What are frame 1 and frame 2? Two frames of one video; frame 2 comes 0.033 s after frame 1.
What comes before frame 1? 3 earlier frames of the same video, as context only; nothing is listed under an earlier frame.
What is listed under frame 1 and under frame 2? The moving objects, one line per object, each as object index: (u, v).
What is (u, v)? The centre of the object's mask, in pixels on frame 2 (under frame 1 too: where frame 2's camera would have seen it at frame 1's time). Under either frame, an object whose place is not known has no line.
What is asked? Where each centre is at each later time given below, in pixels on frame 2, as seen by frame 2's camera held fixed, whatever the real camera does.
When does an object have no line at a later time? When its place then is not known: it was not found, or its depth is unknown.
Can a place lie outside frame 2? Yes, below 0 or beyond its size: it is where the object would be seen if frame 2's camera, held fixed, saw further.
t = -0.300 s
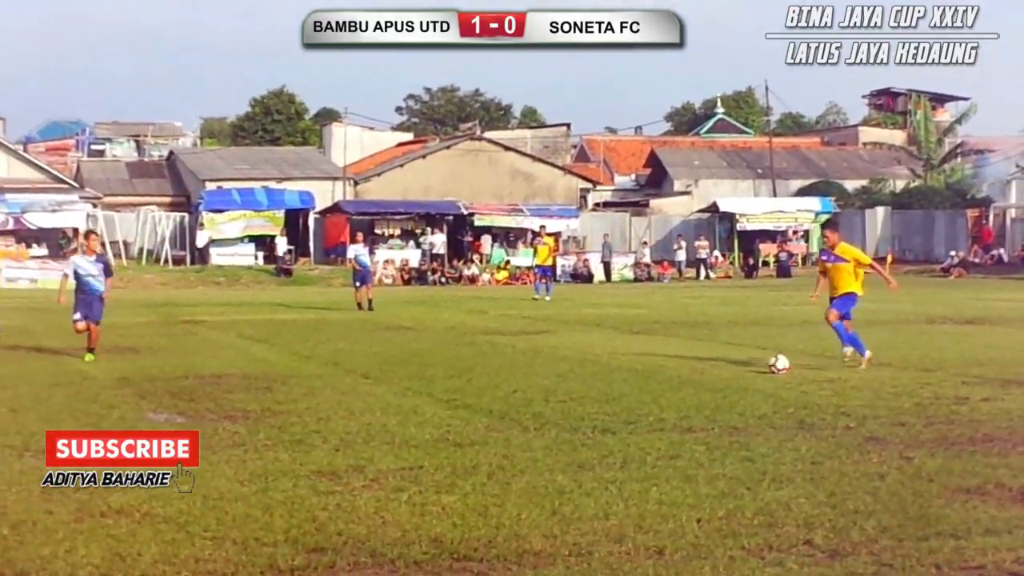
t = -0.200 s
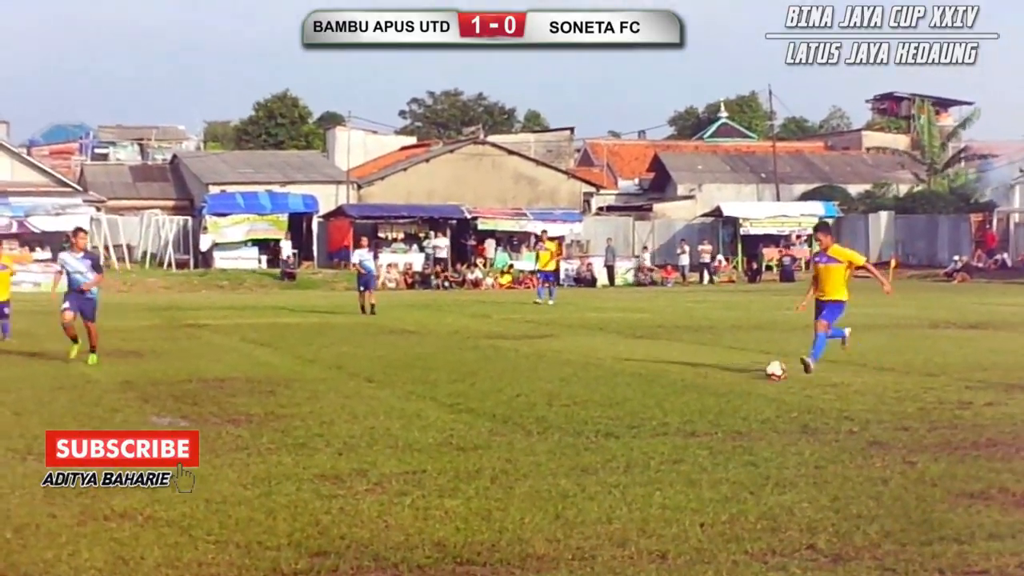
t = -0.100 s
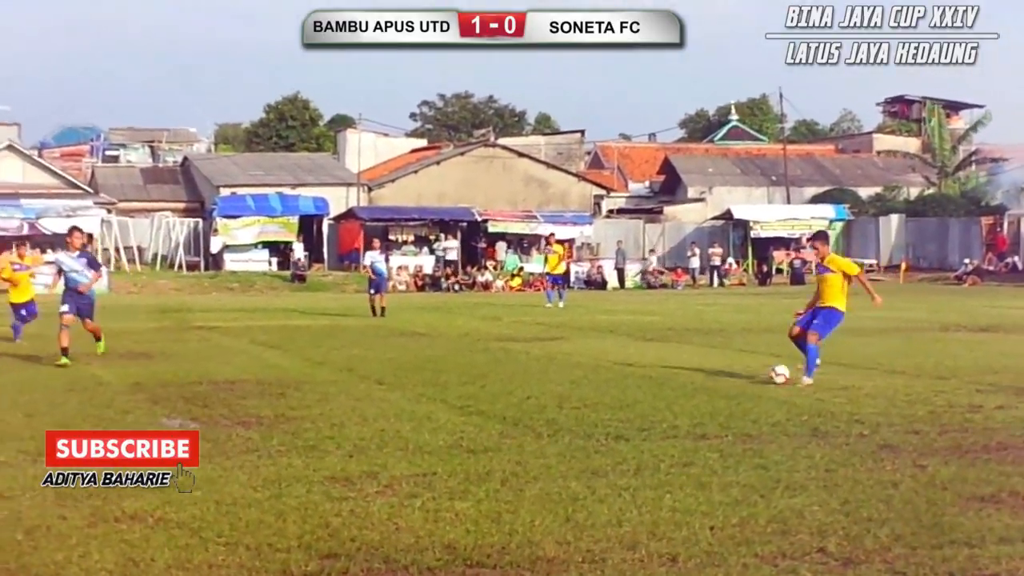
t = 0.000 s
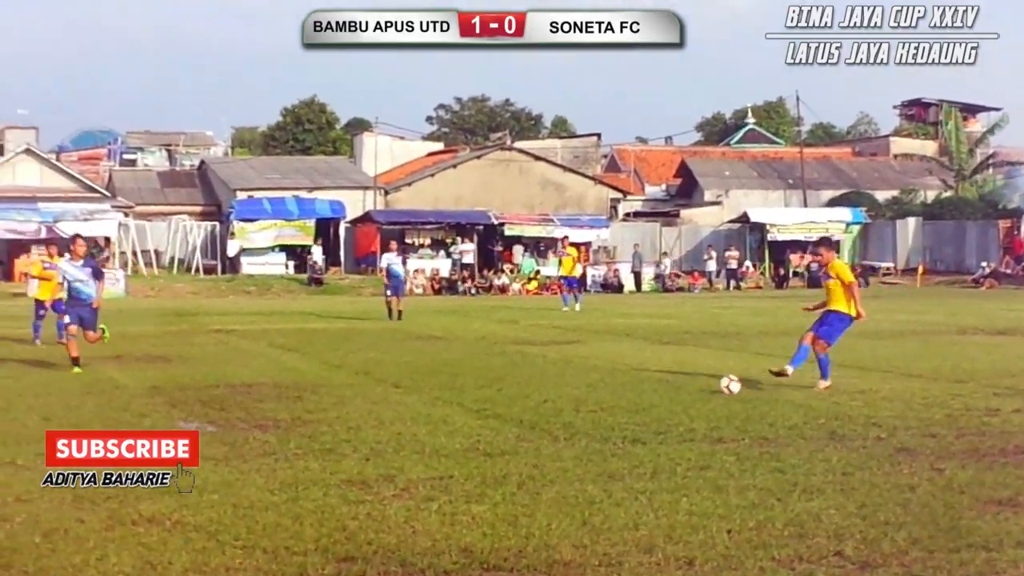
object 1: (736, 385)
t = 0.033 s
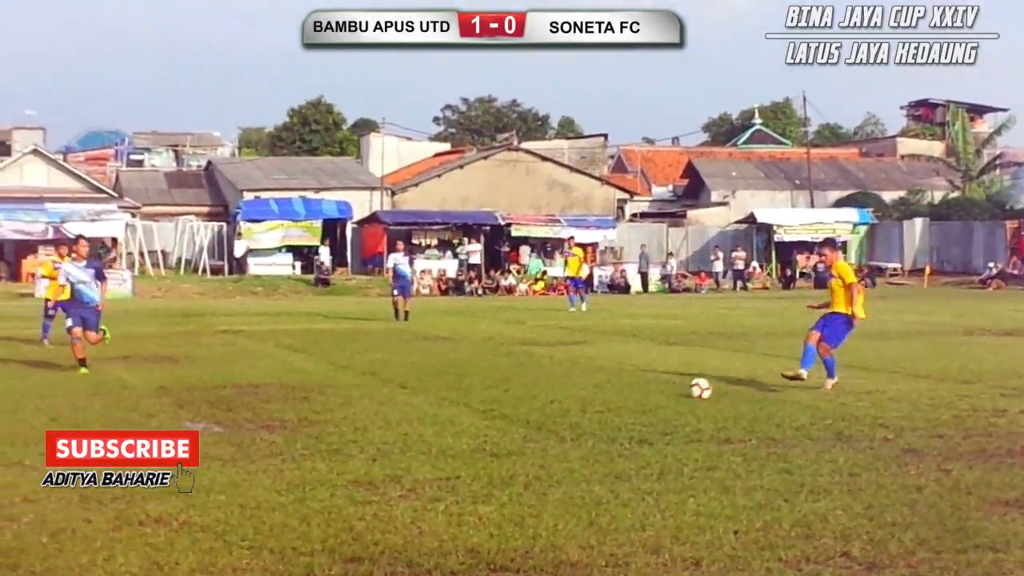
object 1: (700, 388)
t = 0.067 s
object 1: (663, 392)
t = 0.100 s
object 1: (624, 397)
